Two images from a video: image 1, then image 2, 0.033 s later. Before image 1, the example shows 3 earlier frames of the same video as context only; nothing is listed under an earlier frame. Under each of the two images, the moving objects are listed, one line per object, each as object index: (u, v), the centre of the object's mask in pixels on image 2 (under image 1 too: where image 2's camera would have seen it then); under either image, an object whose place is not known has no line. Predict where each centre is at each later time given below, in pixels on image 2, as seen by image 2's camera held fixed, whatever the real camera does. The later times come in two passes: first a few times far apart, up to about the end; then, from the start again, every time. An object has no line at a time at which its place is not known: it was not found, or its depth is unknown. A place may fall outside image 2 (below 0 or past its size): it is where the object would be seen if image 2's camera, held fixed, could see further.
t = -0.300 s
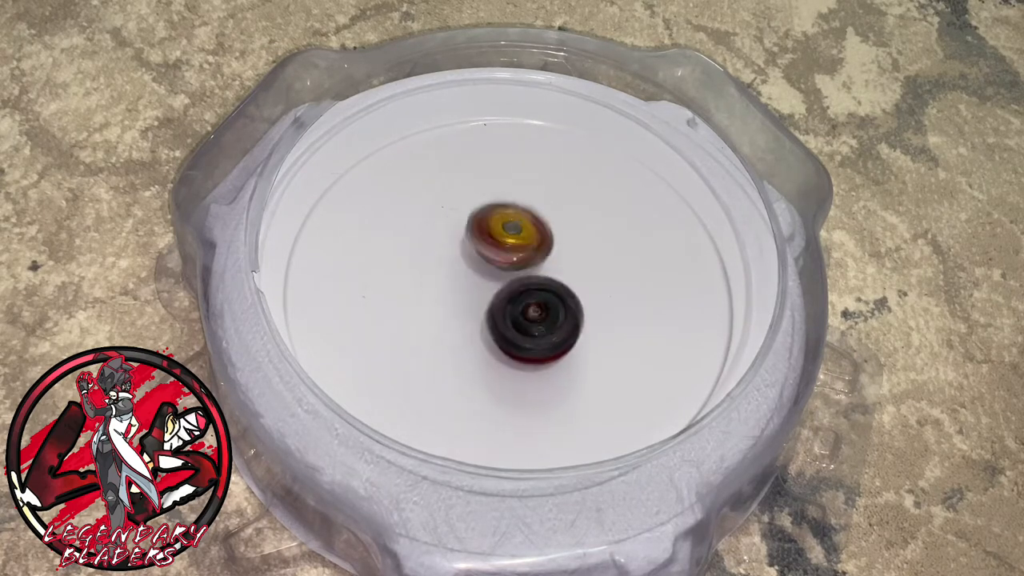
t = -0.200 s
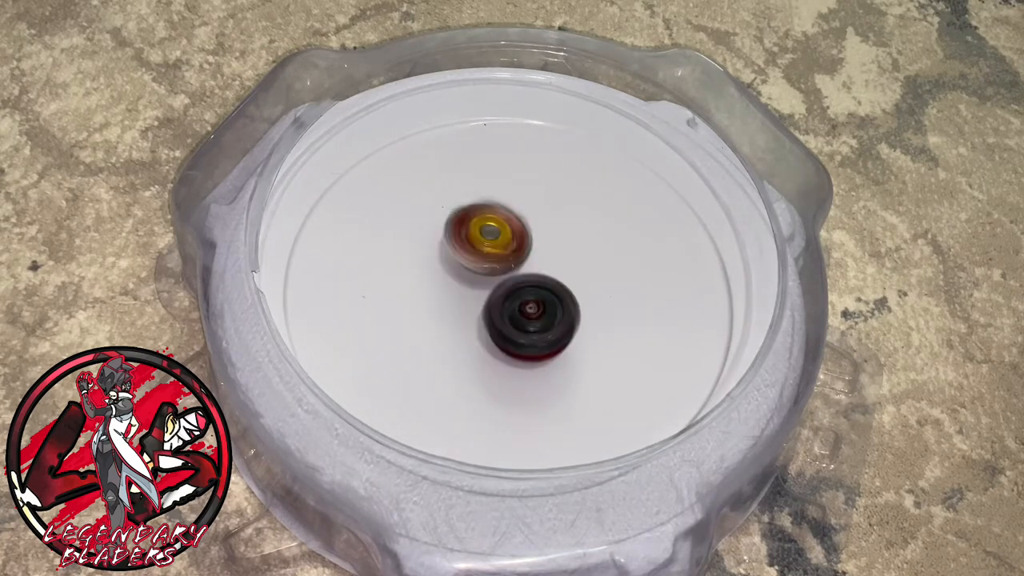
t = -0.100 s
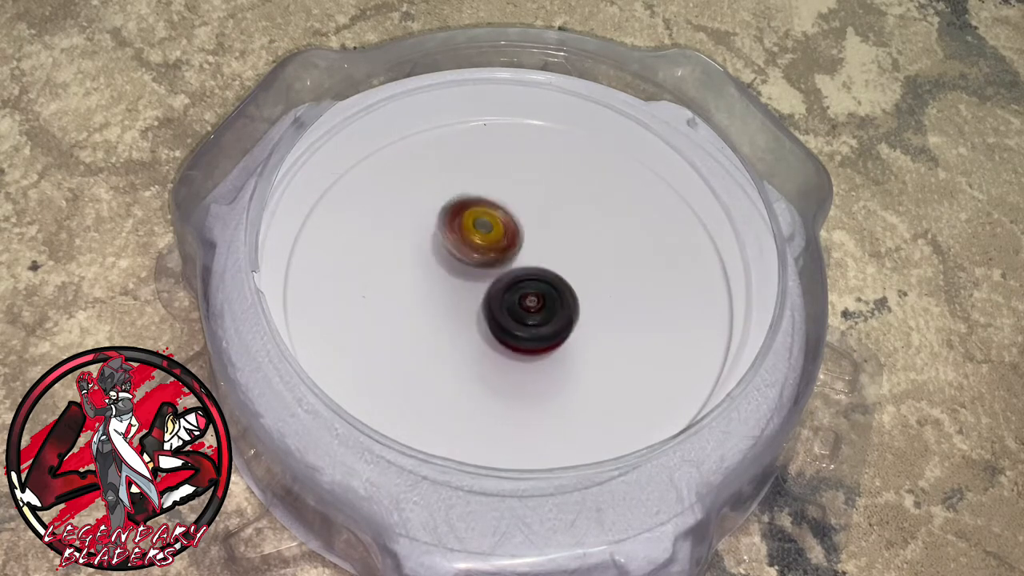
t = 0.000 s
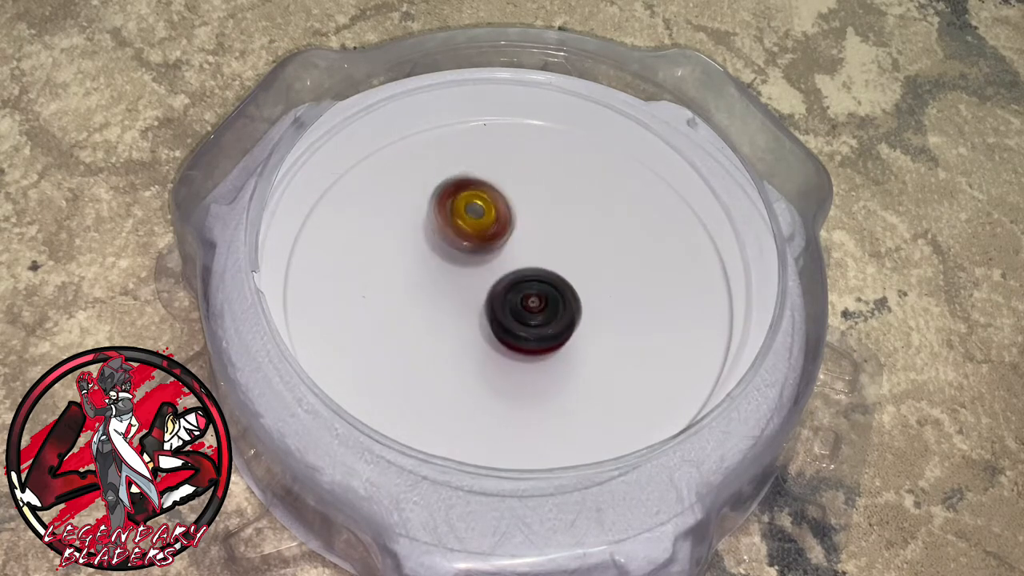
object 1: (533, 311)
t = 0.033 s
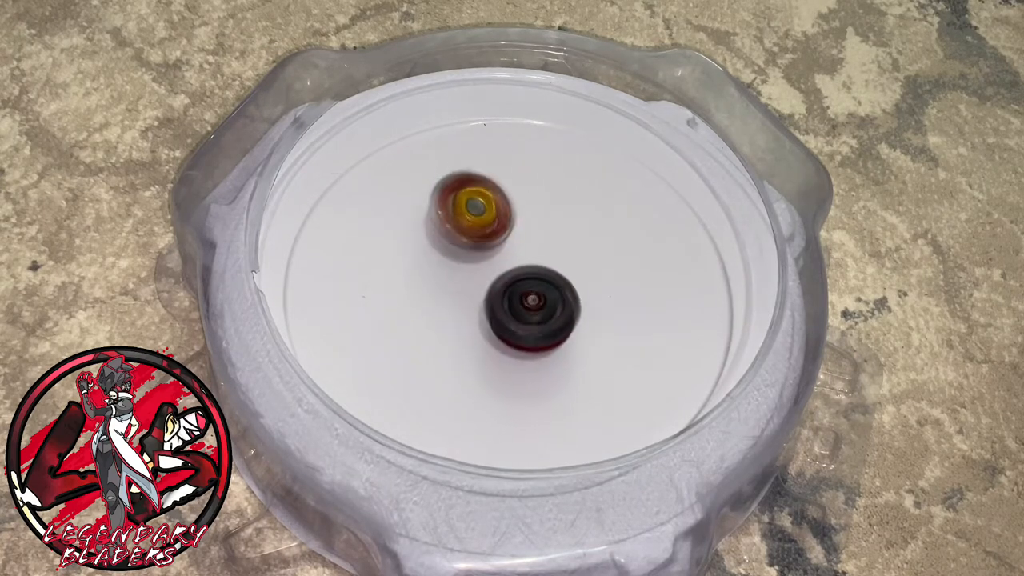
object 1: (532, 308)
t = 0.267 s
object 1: (522, 286)
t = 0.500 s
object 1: (521, 305)
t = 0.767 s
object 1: (536, 323)
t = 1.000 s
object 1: (550, 316)
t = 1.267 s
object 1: (566, 309)
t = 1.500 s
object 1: (580, 313)
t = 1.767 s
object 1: (553, 293)
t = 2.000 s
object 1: (528, 294)
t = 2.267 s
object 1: (518, 301)
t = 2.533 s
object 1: (541, 314)
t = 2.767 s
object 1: (532, 309)
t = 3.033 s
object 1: (514, 300)
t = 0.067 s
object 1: (531, 305)
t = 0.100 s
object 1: (531, 302)
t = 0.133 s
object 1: (531, 299)
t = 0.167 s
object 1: (529, 296)
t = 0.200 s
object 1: (528, 293)
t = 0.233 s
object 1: (525, 290)
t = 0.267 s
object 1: (522, 286)
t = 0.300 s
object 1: (524, 291)
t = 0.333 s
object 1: (525, 298)
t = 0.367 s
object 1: (524, 301)
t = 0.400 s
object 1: (522, 303)
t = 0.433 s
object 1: (521, 304)
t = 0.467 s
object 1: (521, 305)
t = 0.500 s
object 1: (521, 305)
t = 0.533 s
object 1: (521, 306)
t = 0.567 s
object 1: (521, 306)
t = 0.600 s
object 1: (521, 305)
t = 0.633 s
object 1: (523, 307)
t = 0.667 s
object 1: (524, 308)
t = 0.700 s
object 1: (527, 312)
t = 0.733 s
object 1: (532, 319)
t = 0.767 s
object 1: (536, 323)
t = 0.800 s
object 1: (538, 324)
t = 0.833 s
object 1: (540, 325)
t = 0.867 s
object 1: (543, 324)
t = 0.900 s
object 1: (545, 323)
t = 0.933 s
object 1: (547, 321)
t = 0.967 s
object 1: (549, 319)
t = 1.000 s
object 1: (550, 316)
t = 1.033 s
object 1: (551, 313)
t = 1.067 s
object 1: (550, 309)
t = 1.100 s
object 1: (549, 304)
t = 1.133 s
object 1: (547, 300)
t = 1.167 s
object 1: (545, 296)
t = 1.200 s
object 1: (544, 295)
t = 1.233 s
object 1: (555, 302)
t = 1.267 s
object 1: (566, 309)
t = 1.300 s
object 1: (573, 313)
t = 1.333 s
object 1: (577, 316)
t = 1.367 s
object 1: (577, 317)
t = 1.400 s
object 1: (579, 317)
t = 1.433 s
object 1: (580, 316)
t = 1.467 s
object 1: (580, 314)
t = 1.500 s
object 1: (580, 313)
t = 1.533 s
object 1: (579, 311)
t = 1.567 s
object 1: (578, 308)
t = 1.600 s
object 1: (575, 306)
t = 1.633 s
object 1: (572, 302)
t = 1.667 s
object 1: (568, 300)
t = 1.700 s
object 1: (564, 297)
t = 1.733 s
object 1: (559, 295)
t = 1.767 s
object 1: (553, 293)
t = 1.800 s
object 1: (547, 291)
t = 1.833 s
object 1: (541, 290)
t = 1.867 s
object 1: (534, 289)
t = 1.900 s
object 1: (529, 290)
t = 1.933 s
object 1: (529, 291)
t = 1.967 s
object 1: (530, 292)
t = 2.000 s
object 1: (528, 294)
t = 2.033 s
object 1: (526, 296)
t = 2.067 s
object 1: (524, 297)
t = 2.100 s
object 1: (523, 298)
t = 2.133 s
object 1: (522, 299)
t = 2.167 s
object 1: (521, 300)
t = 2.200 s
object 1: (519, 301)
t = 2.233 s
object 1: (519, 301)
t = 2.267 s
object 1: (518, 301)
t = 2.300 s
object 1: (517, 300)
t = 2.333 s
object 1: (518, 300)
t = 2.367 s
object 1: (517, 300)
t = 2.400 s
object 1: (521, 305)
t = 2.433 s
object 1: (531, 309)
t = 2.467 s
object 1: (538, 313)
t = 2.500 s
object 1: (540, 313)
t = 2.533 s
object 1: (541, 314)
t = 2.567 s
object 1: (541, 314)
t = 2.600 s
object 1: (540, 315)
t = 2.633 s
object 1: (538, 314)
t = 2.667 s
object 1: (537, 313)
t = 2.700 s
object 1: (537, 312)
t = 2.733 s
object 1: (535, 310)
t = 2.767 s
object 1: (532, 309)
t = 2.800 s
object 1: (531, 308)
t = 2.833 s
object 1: (530, 306)
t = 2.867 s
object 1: (527, 304)
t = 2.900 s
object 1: (523, 302)
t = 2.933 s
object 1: (520, 300)
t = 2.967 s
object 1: (517, 299)
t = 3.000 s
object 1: (515, 298)
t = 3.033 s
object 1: (514, 300)
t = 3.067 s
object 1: (517, 305)
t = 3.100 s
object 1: (520, 311)
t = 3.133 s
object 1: (522, 314)
